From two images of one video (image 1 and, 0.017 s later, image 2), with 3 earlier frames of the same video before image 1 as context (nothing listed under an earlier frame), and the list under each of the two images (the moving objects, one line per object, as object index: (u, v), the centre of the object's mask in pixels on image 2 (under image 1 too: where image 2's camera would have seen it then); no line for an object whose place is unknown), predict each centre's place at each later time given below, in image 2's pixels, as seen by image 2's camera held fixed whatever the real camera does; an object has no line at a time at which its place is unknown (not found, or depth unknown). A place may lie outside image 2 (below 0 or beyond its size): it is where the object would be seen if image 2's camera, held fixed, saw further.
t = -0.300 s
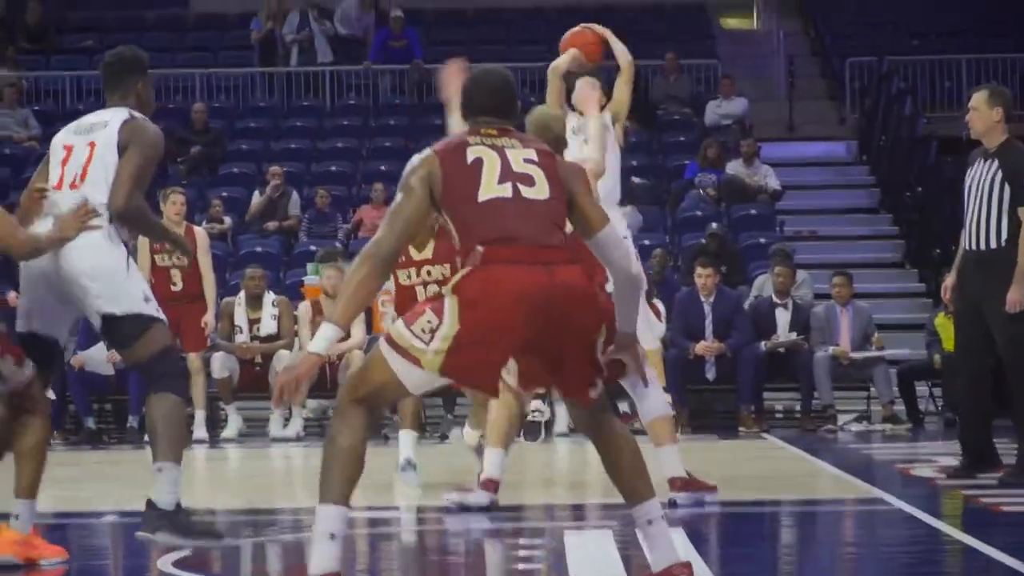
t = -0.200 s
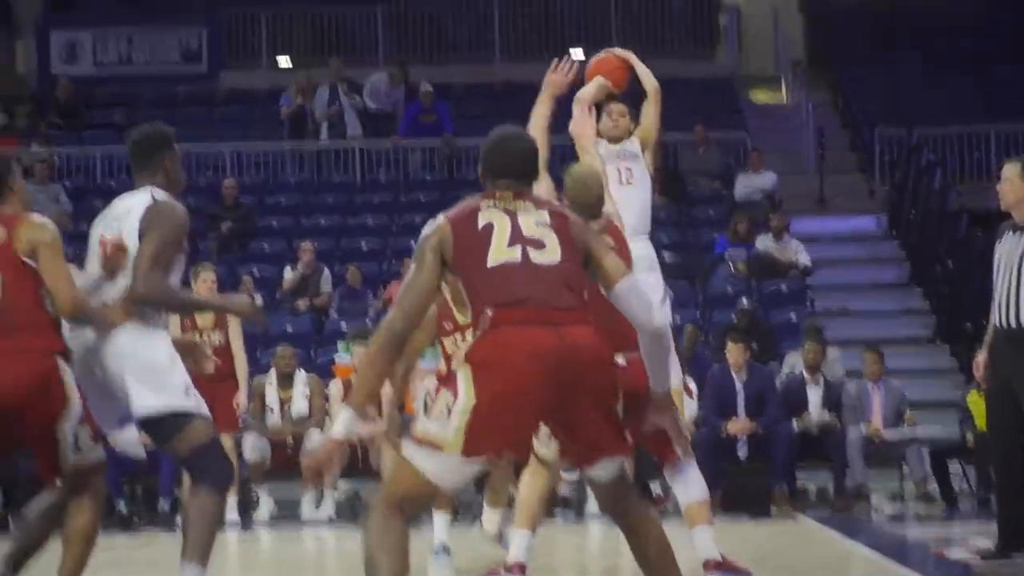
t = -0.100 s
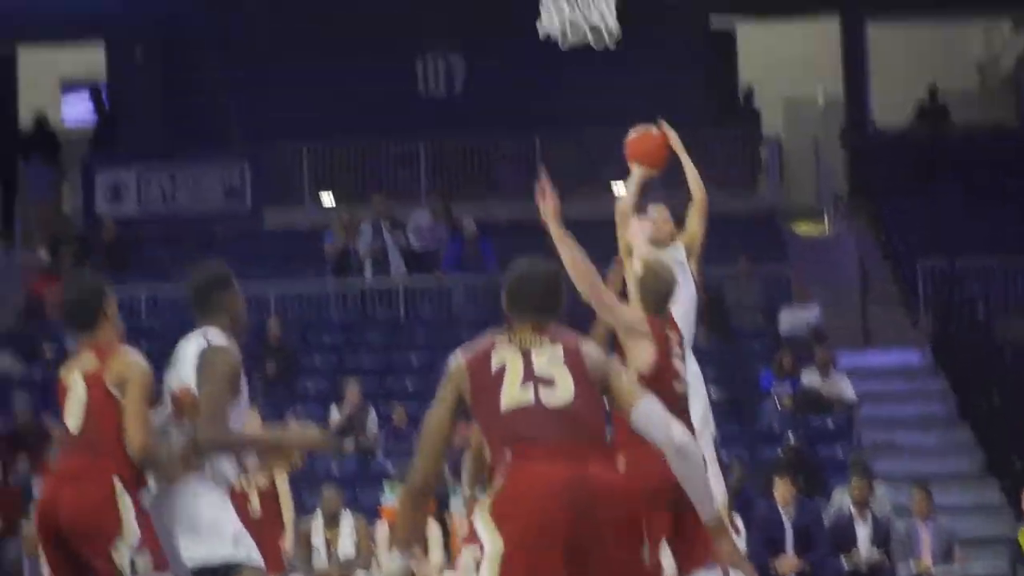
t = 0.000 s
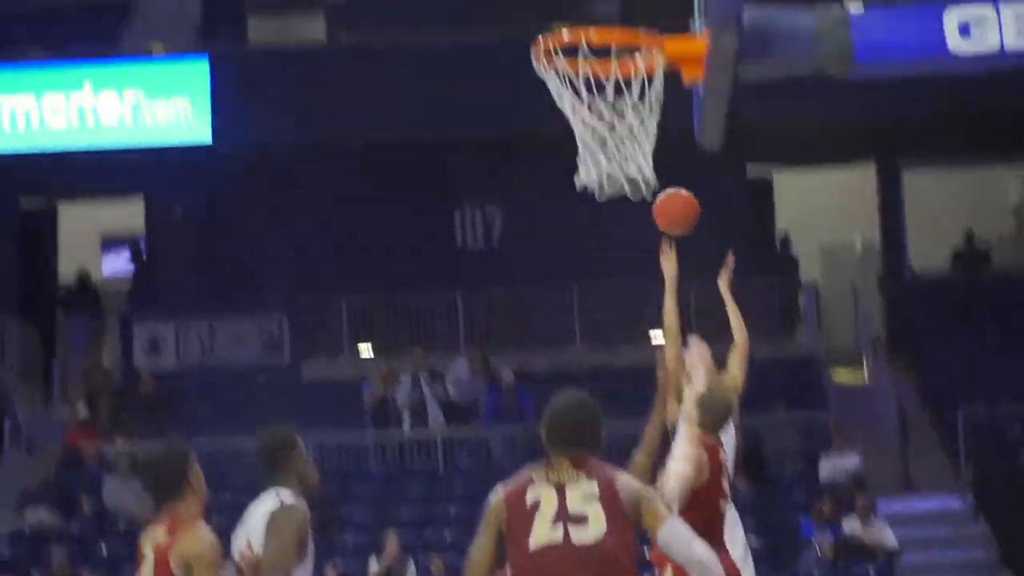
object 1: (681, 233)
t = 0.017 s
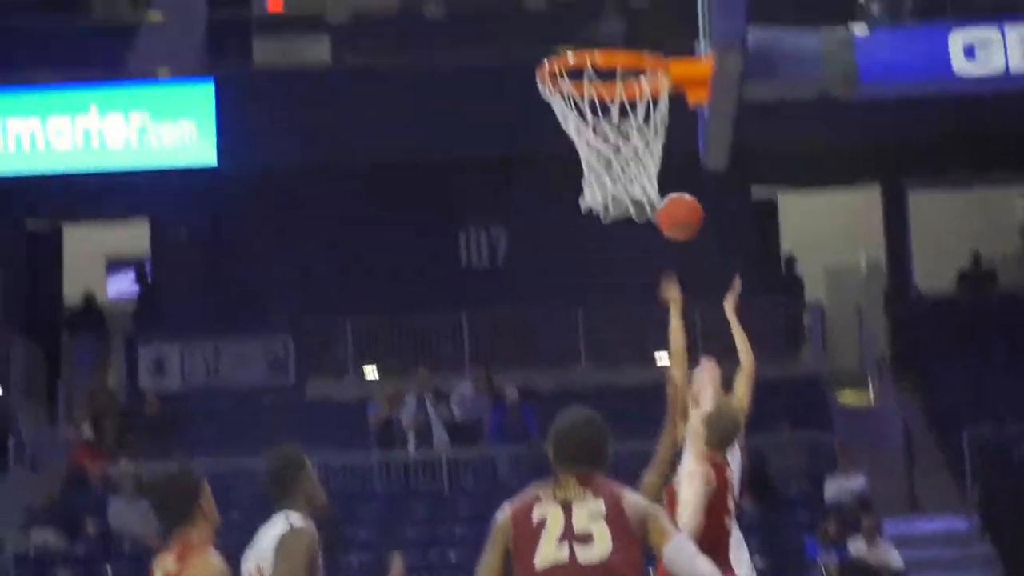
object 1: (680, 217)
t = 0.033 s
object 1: (679, 200)
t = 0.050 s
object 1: (679, 185)
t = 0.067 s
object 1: (679, 169)
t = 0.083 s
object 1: (678, 154)
